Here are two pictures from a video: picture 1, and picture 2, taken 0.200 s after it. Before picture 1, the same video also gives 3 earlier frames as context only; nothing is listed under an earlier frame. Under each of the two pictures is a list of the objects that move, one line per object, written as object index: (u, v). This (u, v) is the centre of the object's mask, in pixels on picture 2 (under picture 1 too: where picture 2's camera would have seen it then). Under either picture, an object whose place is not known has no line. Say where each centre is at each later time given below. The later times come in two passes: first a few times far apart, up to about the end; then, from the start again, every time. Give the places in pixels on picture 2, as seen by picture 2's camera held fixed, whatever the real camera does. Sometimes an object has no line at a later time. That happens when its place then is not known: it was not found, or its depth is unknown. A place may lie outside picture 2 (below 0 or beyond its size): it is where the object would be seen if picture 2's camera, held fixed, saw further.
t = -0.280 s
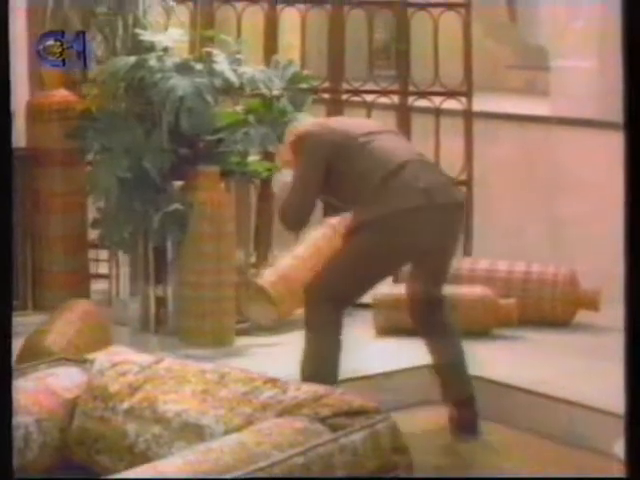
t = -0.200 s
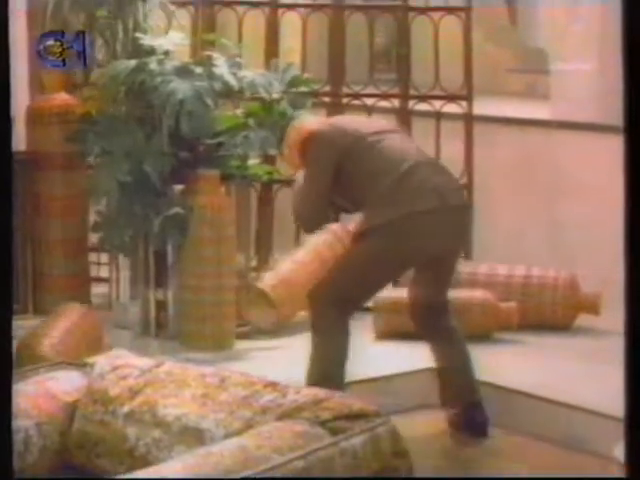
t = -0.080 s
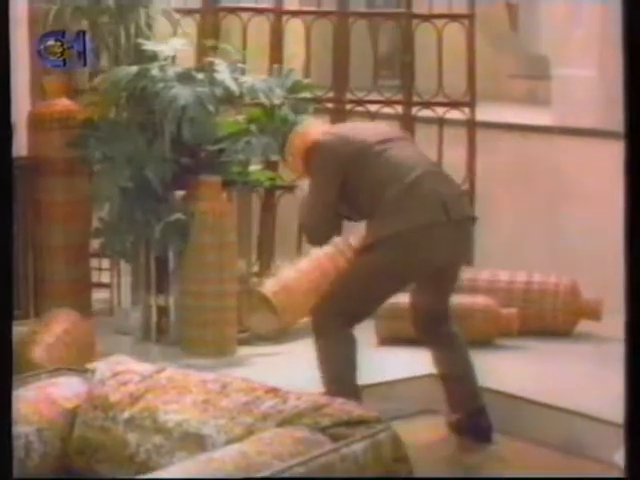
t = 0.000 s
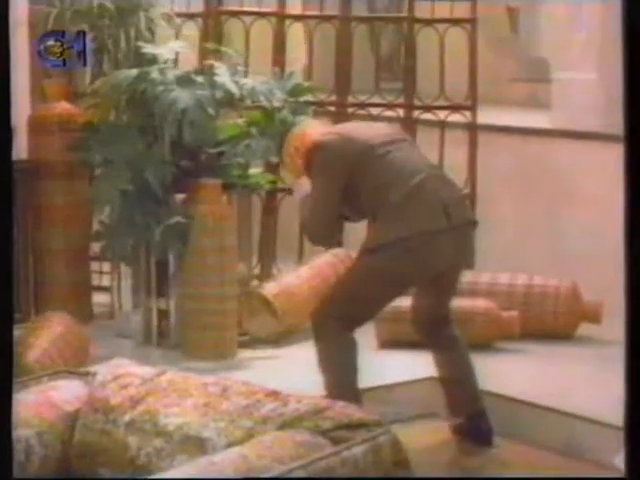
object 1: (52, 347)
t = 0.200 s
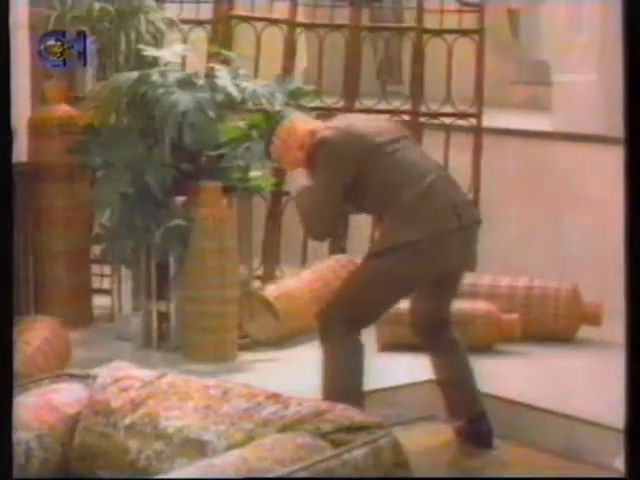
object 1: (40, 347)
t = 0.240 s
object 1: (38, 346)
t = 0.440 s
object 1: (30, 347)
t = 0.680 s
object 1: (22, 347)
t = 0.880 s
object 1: (21, 347)
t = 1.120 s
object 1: (24, 346)
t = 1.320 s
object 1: (26, 347)
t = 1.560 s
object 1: (30, 346)
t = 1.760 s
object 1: (31, 346)
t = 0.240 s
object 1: (38, 346)
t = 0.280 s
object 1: (36, 346)
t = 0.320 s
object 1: (34, 347)
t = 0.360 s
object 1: (33, 346)
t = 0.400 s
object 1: (32, 347)
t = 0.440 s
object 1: (30, 347)
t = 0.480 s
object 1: (28, 347)
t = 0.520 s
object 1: (27, 347)
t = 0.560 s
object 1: (26, 347)
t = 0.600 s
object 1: (25, 347)
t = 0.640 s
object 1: (23, 347)
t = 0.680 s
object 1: (22, 347)
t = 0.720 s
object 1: (22, 347)
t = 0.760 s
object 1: (21, 346)
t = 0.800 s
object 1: (21, 347)
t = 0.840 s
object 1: (21, 347)
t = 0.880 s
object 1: (21, 347)
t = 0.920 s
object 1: (21, 347)
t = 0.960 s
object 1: (22, 347)
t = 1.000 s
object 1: (22, 347)
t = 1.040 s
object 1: (23, 346)
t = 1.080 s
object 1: (23, 347)
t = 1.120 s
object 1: (24, 346)
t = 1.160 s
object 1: (24, 347)
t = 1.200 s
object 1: (24, 347)
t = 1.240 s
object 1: (25, 347)
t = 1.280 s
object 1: (25, 347)
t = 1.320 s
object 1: (26, 347)
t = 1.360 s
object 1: (27, 347)
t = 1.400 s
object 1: (27, 347)
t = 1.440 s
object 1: (28, 347)
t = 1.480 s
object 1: (29, 347)
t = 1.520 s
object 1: (30, 346)
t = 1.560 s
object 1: (30, 346)
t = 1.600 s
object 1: (30, 346)
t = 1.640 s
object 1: (31, 346)
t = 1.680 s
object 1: (31, 346)
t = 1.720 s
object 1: (31, 346)
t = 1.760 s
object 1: (31, 346)
